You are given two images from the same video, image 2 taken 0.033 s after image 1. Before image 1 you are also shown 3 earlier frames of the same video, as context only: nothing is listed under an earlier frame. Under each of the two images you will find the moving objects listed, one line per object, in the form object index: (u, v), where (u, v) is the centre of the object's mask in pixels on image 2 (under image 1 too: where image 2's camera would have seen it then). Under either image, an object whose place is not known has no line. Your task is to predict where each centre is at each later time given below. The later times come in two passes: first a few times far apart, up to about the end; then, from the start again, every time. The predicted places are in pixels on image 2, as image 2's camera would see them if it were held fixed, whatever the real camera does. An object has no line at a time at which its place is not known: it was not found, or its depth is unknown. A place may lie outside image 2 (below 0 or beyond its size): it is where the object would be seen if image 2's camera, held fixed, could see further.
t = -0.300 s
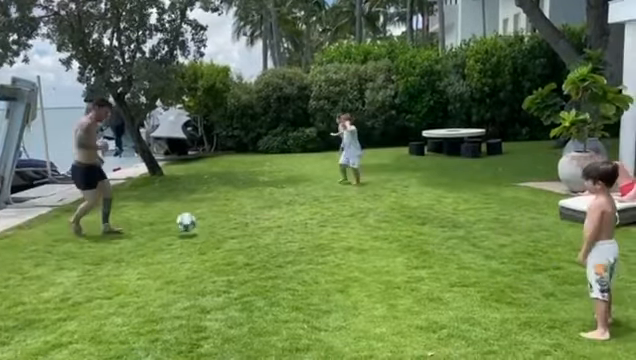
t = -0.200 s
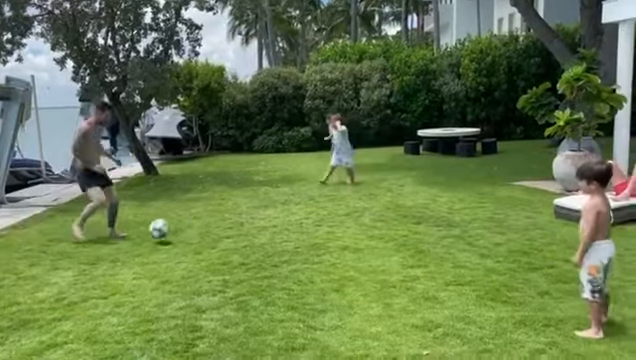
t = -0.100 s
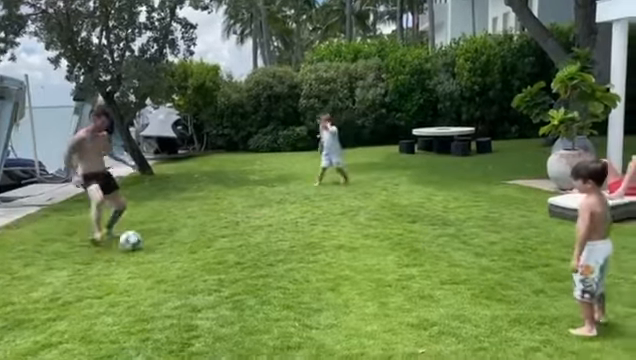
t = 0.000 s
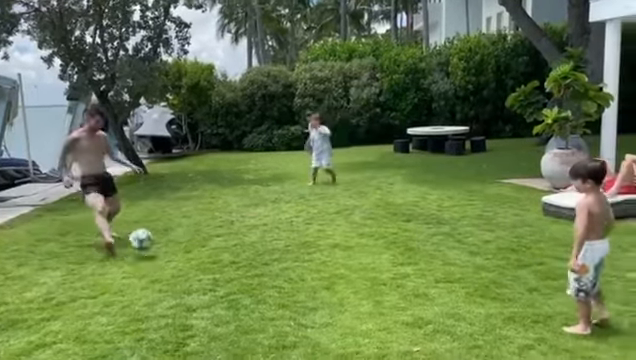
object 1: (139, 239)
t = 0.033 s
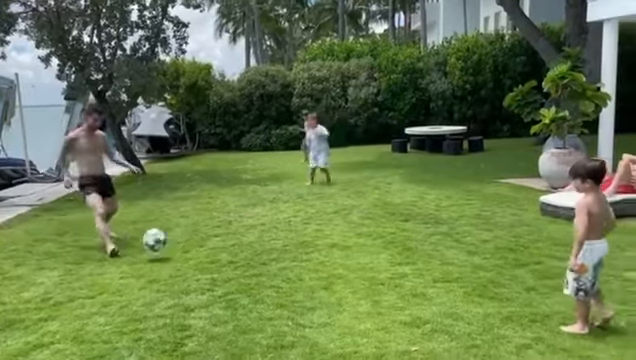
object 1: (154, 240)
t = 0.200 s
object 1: (243, 261)
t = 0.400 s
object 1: (324, 254)
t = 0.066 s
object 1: (171, 241)
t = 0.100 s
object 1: (187, 244)
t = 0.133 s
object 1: (205, 248)
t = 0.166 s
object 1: (224, 254)
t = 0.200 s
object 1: (243, 261)
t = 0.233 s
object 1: (260, 264)
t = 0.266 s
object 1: (272, 260)
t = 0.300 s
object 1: (284, 256)
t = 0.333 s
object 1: (297, 254)
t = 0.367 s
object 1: (311, 253)
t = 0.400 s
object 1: (324, 254)
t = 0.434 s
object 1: (339, 255)
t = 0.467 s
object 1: (354, 259)
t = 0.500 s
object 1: (369, 263)
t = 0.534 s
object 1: (385, 269)
